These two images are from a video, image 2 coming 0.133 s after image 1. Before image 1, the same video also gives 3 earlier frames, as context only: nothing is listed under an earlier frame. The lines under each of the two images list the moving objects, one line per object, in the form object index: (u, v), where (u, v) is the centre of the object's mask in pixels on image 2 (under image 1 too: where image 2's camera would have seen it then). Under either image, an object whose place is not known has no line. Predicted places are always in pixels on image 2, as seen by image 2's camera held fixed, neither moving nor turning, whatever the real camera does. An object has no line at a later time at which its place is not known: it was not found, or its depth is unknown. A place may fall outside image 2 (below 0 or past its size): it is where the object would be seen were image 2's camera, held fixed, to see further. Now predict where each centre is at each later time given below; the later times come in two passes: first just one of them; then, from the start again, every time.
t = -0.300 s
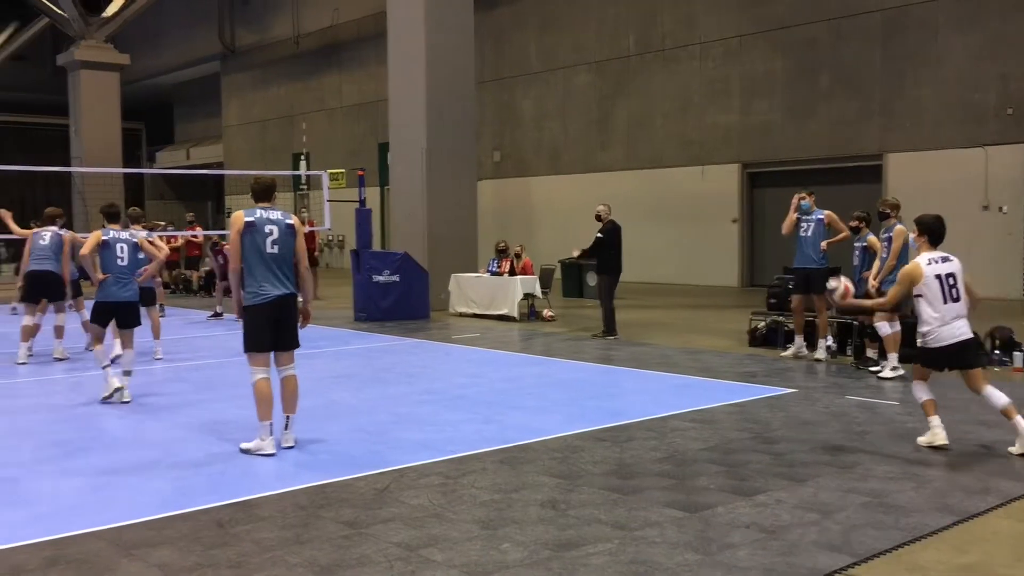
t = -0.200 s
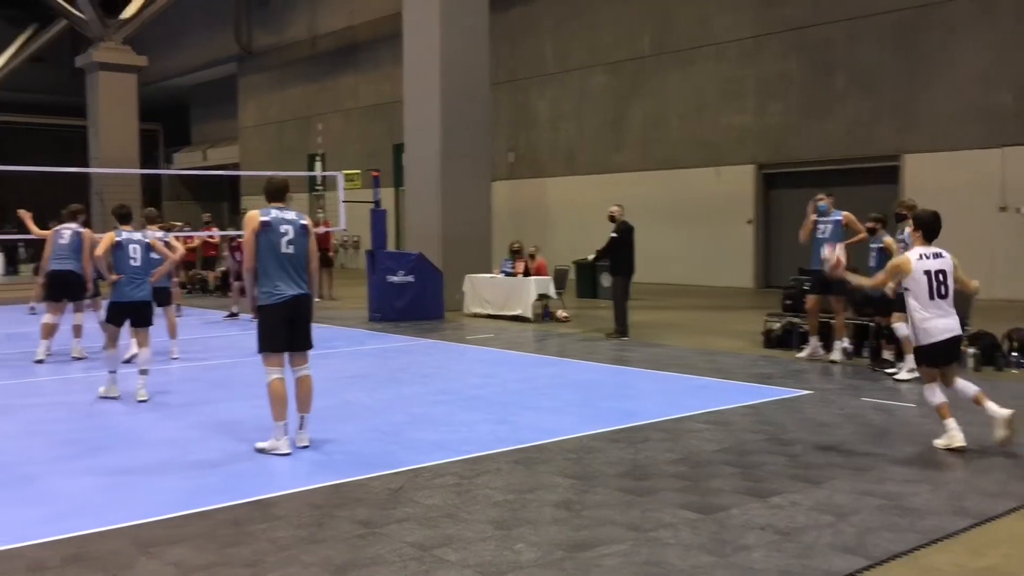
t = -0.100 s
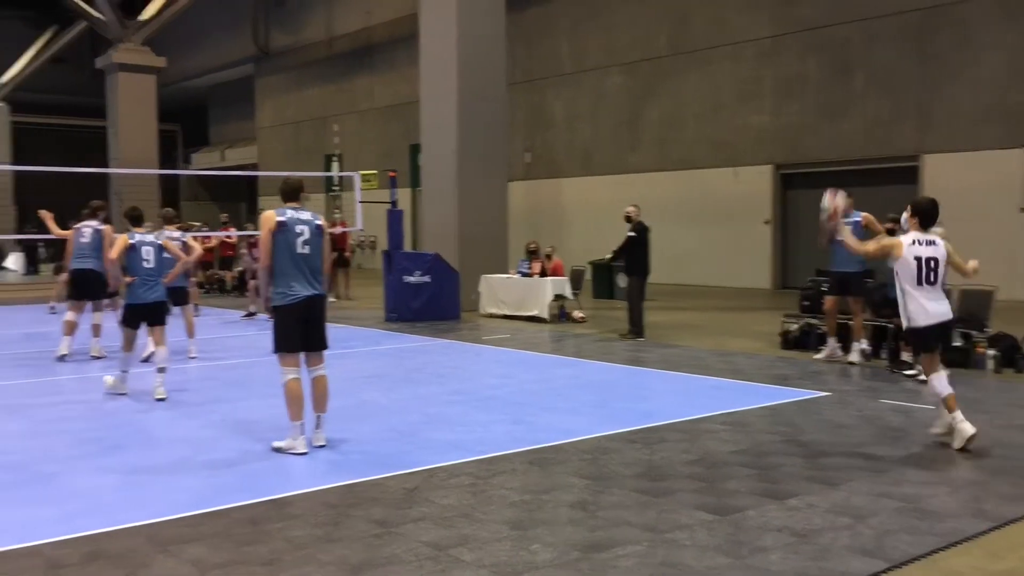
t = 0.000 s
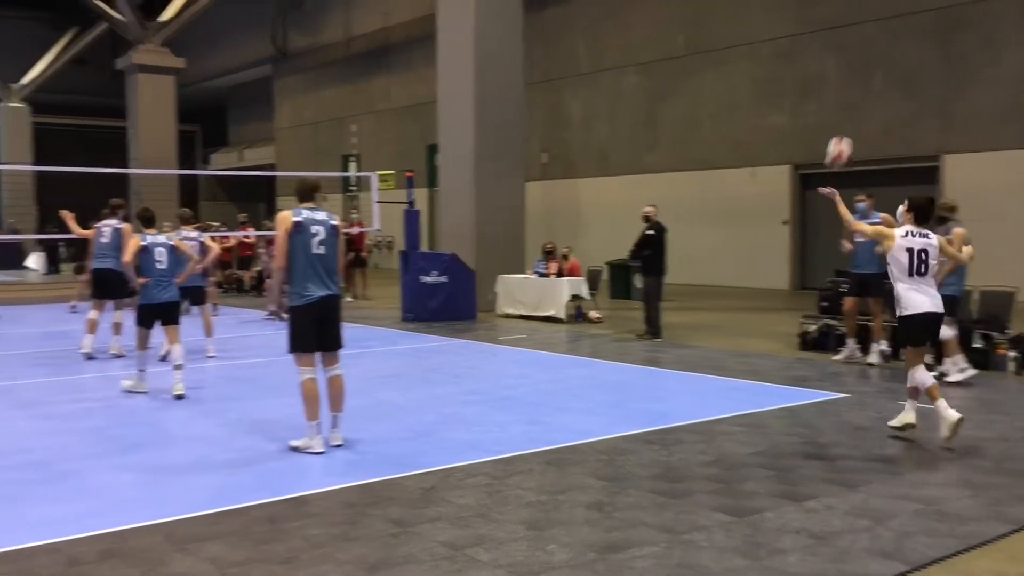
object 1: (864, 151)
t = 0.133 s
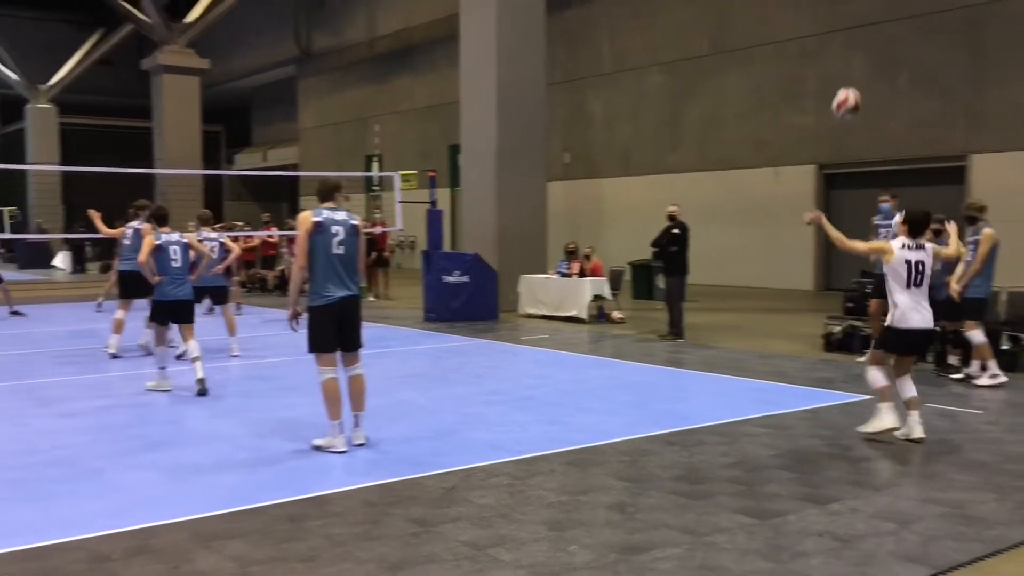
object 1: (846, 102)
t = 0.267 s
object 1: (828, 77)
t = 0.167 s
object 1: (841, 94)
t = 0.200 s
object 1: (837, 87)
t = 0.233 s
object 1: (832, 81)
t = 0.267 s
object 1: (828, 77)
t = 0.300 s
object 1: (823, 75)
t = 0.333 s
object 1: (818, 74)
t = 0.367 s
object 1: (814, 74)
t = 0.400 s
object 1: (809, 75)
